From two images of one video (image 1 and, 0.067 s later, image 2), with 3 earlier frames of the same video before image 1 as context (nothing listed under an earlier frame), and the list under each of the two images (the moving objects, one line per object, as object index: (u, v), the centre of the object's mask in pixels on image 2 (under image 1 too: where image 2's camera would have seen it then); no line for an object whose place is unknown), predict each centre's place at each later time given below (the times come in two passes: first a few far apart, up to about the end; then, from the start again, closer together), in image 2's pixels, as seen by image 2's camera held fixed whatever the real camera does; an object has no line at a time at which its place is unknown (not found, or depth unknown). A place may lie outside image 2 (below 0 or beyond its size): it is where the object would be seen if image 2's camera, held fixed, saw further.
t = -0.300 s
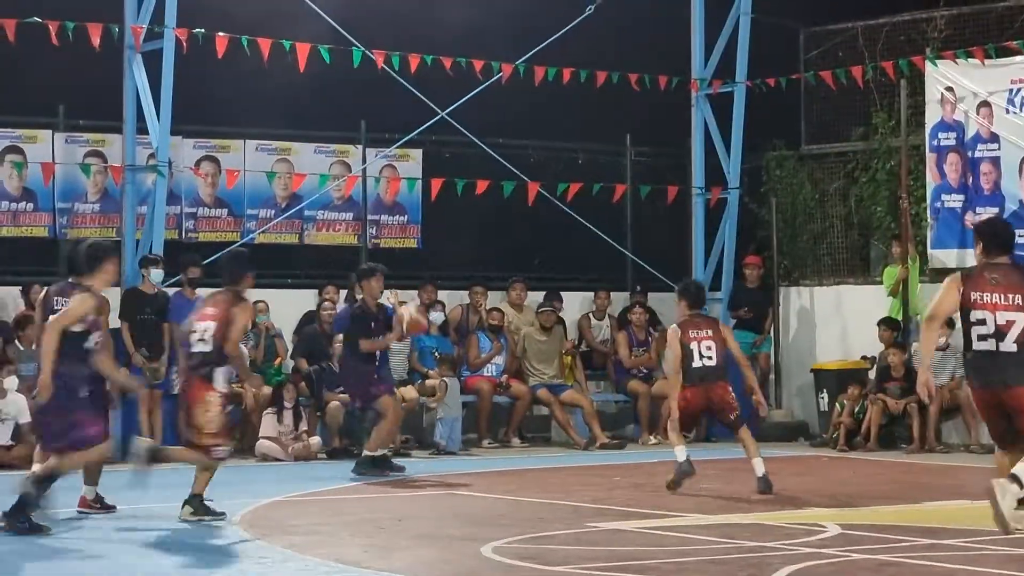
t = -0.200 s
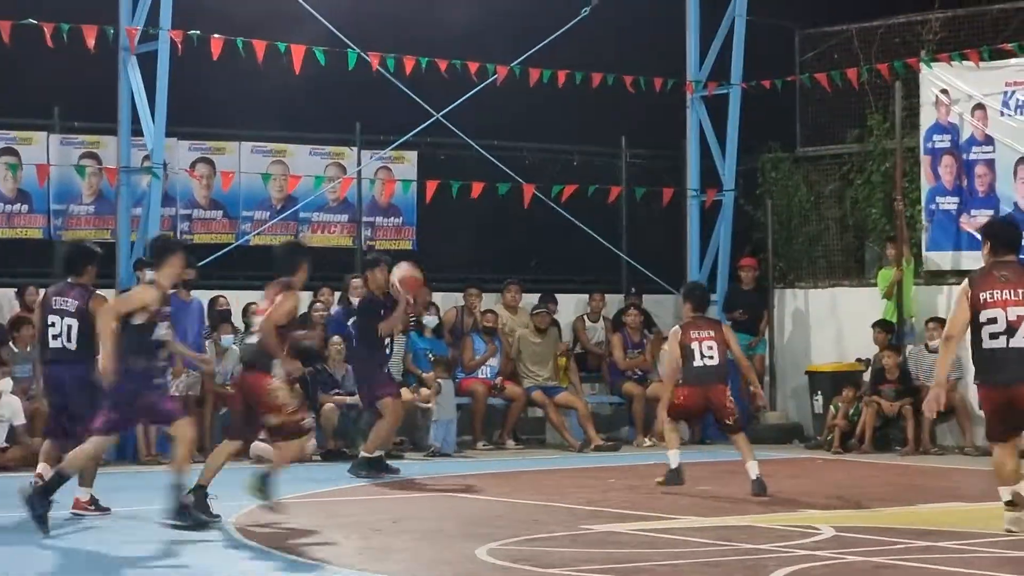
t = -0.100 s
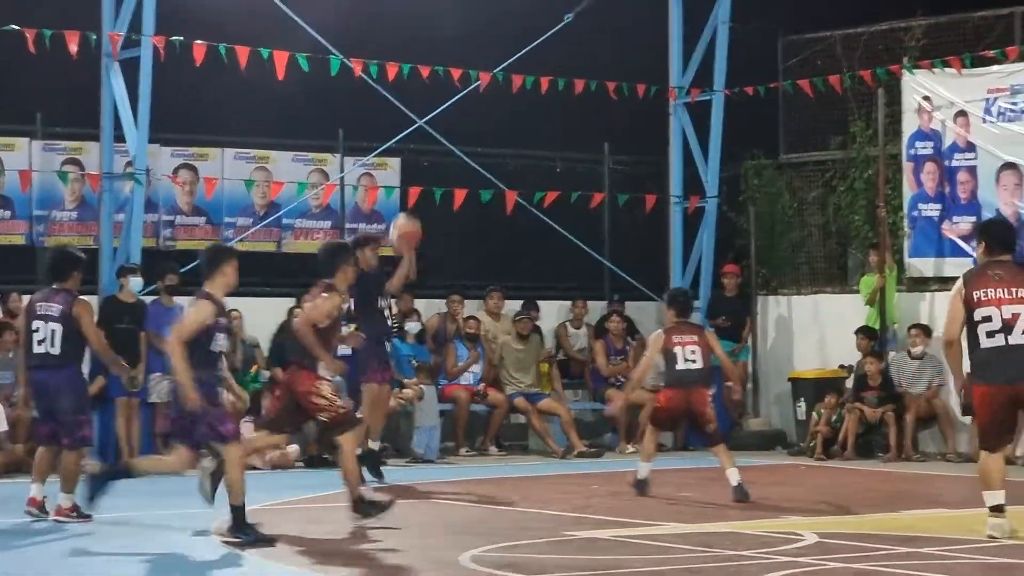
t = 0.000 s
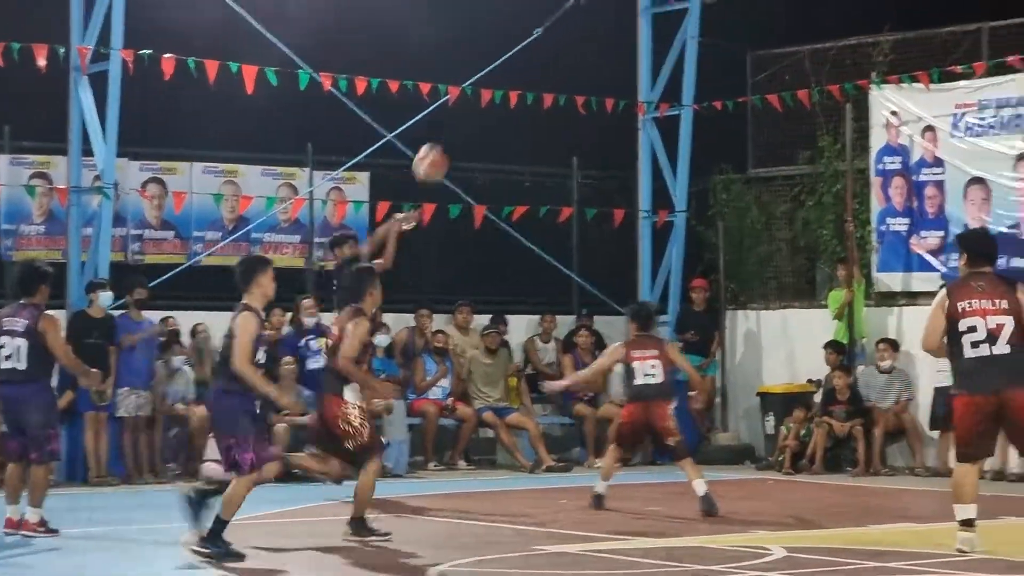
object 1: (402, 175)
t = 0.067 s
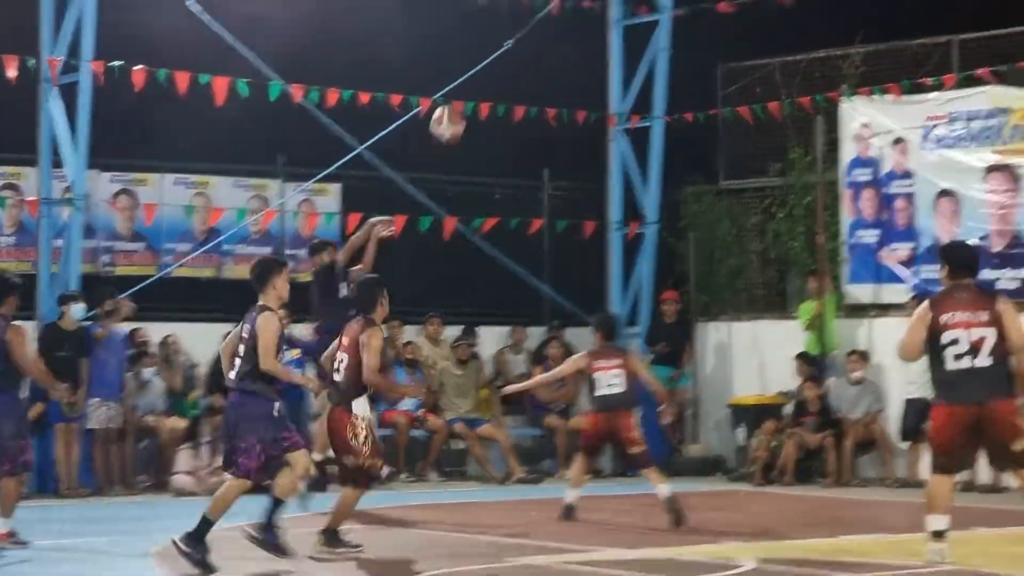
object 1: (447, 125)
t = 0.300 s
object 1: (615, -12)
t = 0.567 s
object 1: (818, -85)
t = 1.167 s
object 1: (1108, 133)
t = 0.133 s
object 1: (494, 79)
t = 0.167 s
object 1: (518, 58)
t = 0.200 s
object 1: (542, 38)
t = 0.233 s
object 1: (566, 21)
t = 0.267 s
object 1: (590, 4)
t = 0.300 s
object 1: (615, -12)
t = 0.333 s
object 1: (639, -26)
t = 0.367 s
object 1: (665, -40)
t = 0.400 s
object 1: (690, -51)
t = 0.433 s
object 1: (715, -61)
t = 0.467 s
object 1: (740, -69)
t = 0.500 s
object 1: (766, -76)
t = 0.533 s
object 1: (792, -81)
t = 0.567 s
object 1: (818, -85)
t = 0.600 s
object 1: (845, -87)
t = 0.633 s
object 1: (873, -88)
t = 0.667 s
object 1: (900, -86)
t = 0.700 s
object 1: (928, -83)
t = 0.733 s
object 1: (958, -79)
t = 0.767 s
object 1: (987, -72)
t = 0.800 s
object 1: (1017, -63)
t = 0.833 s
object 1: (1047, -55)
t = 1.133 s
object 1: (1127, 108)
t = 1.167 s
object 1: (1108, 133)
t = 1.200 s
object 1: (1091, 162)
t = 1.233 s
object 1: (1072, 192)
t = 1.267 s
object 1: (1054, 225)
